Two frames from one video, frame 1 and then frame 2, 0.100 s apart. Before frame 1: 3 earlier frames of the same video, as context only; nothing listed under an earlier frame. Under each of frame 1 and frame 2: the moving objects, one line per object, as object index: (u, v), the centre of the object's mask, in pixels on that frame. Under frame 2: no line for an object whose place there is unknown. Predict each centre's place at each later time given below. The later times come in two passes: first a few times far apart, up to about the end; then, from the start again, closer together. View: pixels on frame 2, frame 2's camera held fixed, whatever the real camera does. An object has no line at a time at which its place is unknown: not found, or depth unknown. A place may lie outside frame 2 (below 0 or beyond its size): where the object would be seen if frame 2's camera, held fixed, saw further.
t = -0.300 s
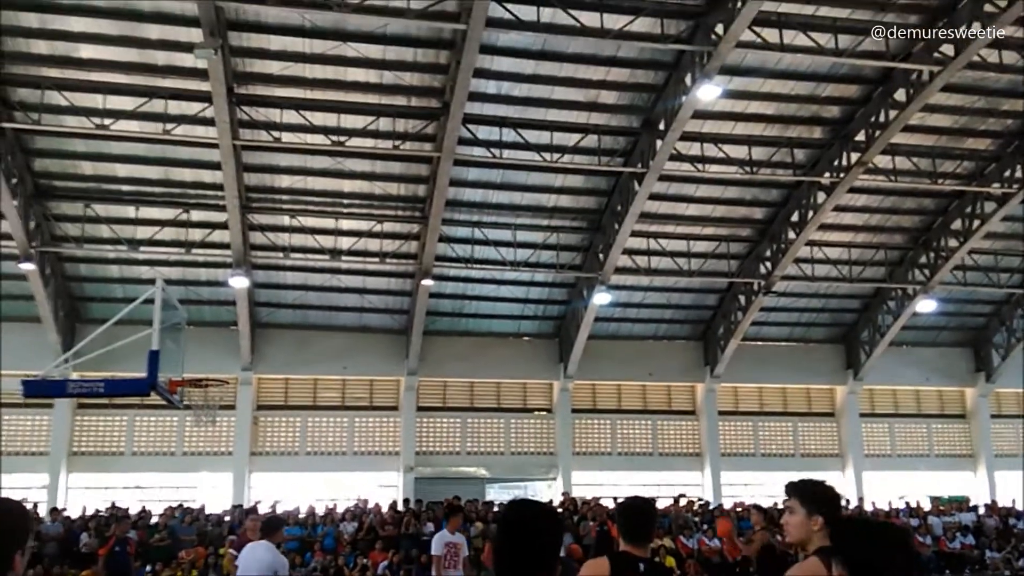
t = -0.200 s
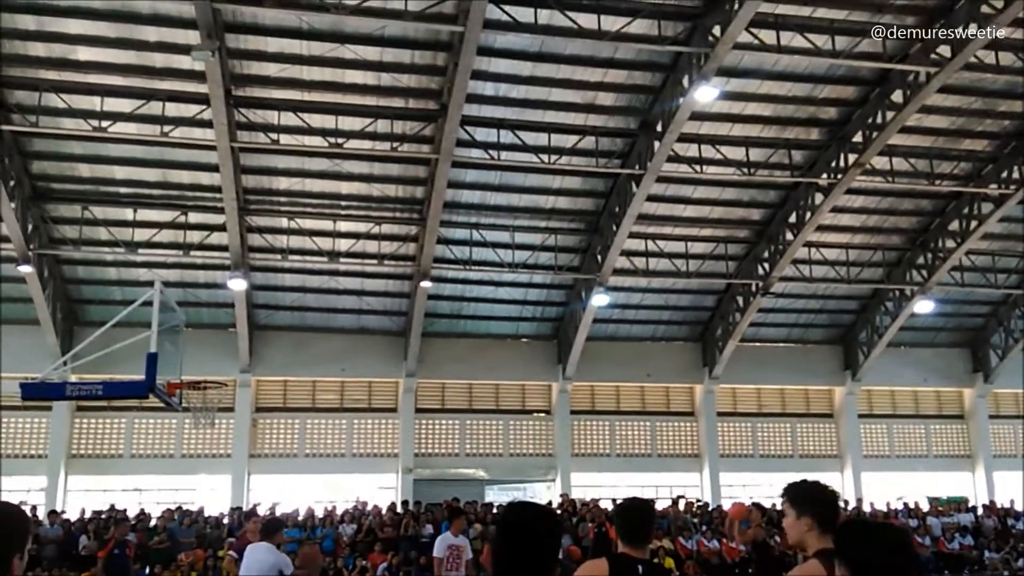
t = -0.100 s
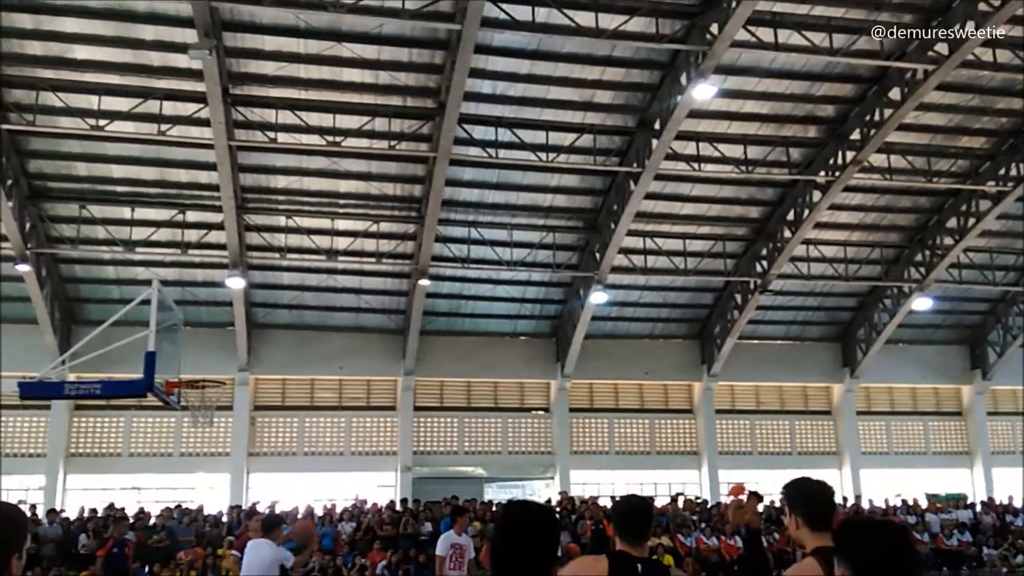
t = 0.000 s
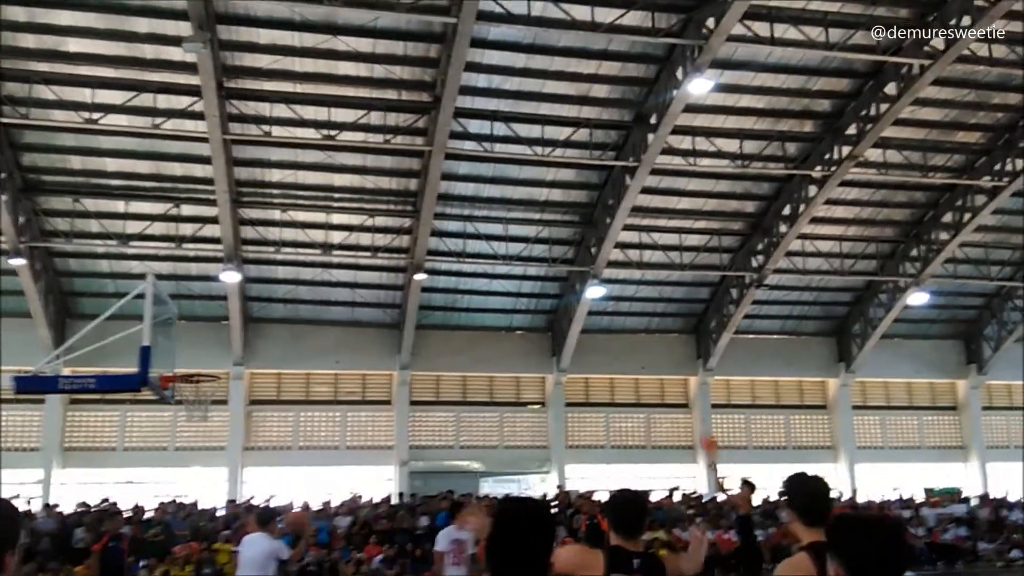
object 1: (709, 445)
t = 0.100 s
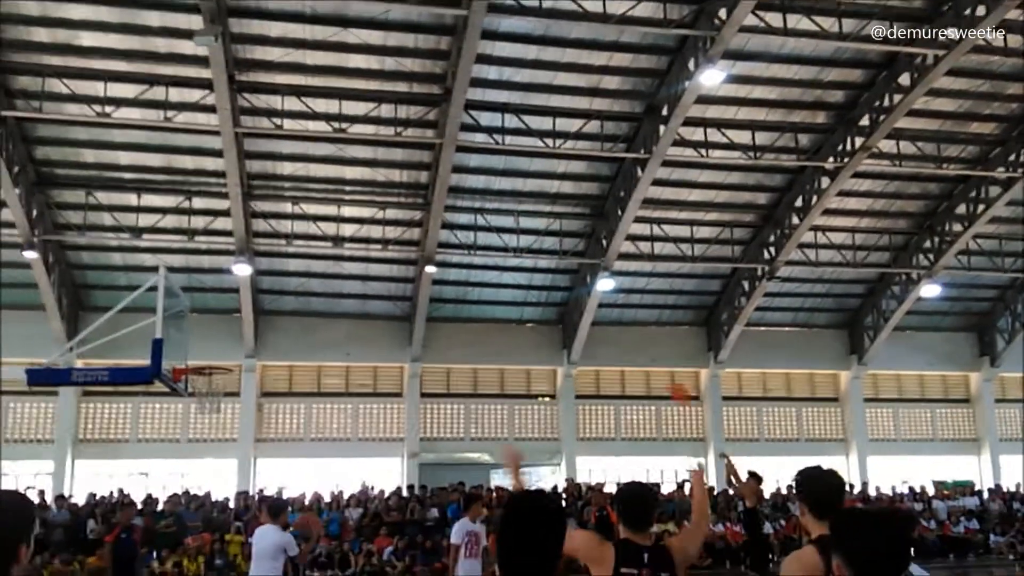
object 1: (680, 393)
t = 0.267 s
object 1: (611, 332)
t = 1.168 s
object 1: (215, 360)
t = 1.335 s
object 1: (217, 375)
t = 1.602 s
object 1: (203, 392)
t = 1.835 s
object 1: (199, 417)
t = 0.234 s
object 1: (624, 342)
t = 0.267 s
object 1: (611, 332)
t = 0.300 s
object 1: (599, 322)
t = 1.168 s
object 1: (215, 360)
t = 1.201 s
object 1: (202, 367)
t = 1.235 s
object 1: (204, 369)
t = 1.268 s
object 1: (213, 369)
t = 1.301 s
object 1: (217, 372)
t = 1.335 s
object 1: (217, 375)
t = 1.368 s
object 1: (218, 378)
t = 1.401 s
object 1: (218, 382)
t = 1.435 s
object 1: (217, 385)
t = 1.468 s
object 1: (214, 385)
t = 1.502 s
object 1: (211, 388)
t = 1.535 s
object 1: (208, 389)
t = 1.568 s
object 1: (206, 390)
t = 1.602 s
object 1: (203, 392)
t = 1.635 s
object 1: (202, 394)
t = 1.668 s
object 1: (201, 395)
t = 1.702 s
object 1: (199, 398)
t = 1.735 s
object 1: (199, 403)
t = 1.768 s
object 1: (198, 405)
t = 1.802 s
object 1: (198, 411)
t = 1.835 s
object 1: (199, 417)
